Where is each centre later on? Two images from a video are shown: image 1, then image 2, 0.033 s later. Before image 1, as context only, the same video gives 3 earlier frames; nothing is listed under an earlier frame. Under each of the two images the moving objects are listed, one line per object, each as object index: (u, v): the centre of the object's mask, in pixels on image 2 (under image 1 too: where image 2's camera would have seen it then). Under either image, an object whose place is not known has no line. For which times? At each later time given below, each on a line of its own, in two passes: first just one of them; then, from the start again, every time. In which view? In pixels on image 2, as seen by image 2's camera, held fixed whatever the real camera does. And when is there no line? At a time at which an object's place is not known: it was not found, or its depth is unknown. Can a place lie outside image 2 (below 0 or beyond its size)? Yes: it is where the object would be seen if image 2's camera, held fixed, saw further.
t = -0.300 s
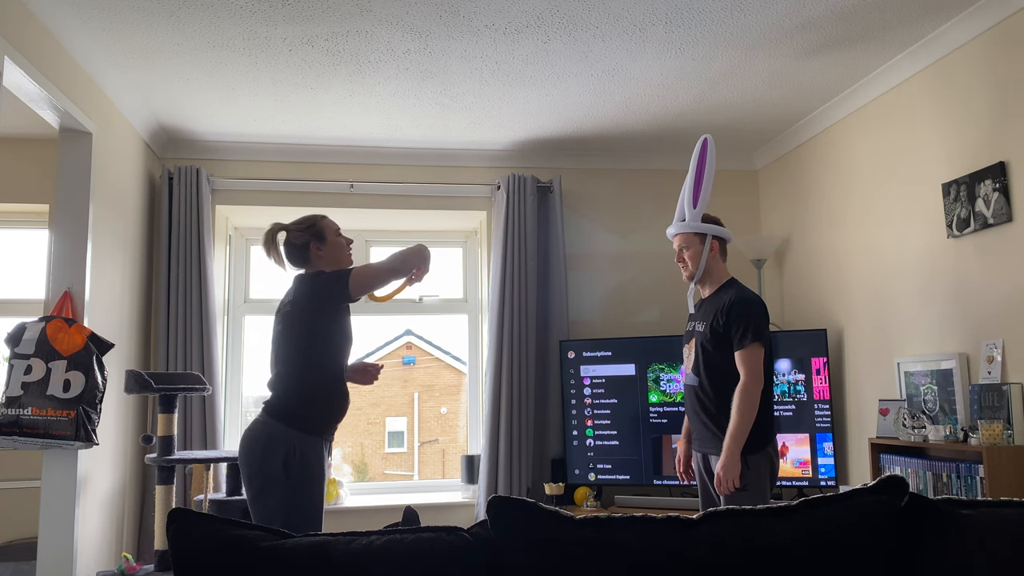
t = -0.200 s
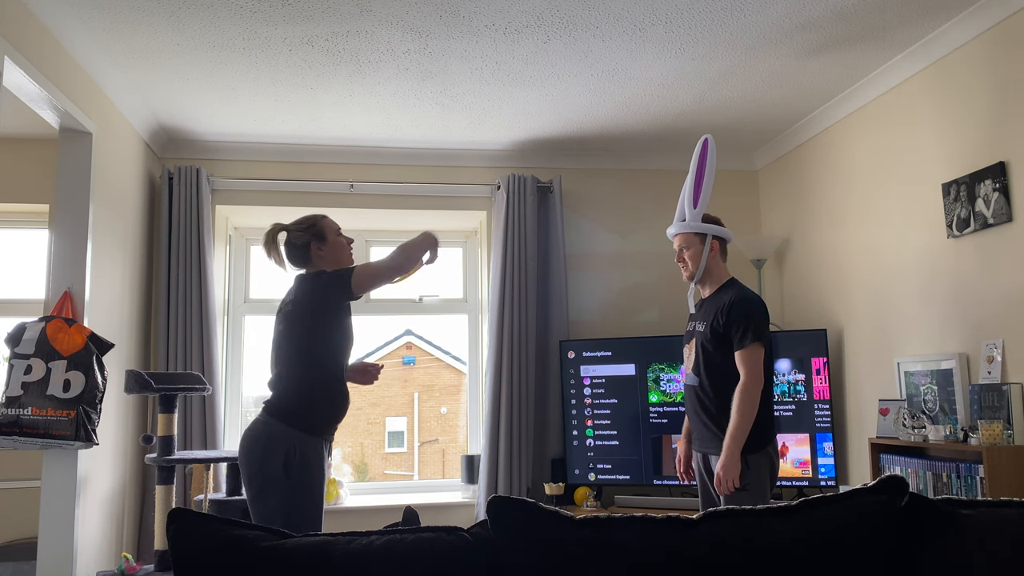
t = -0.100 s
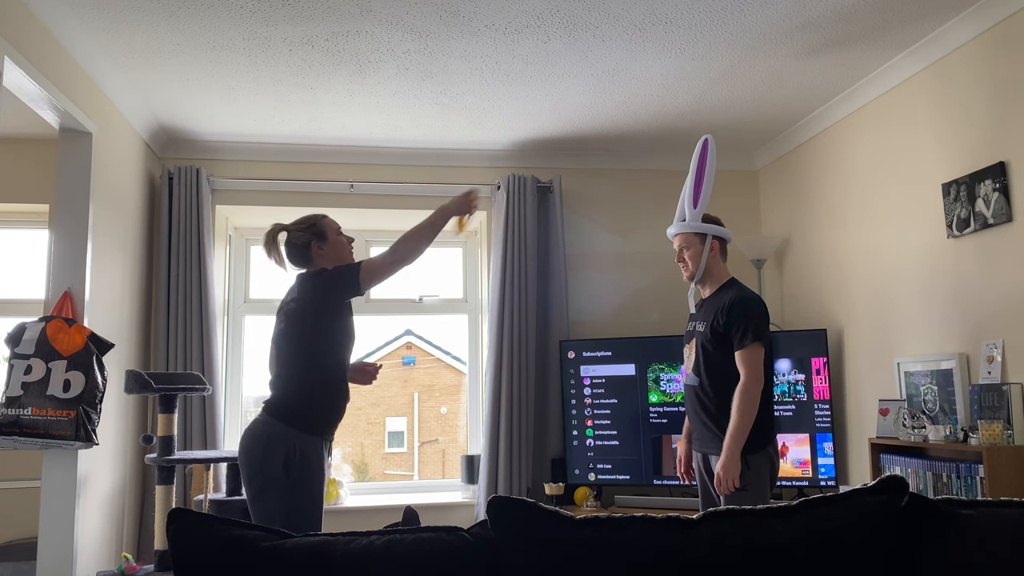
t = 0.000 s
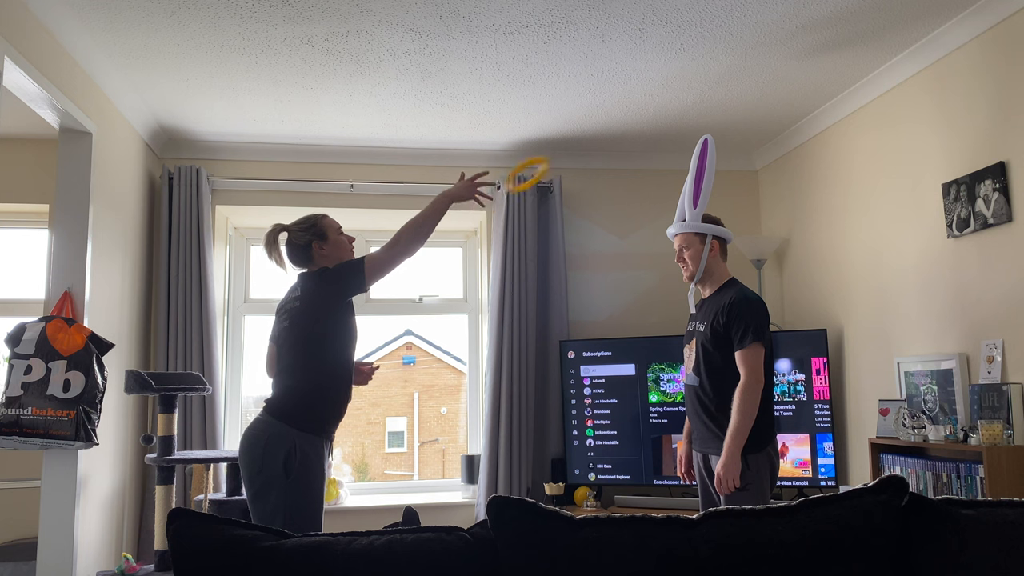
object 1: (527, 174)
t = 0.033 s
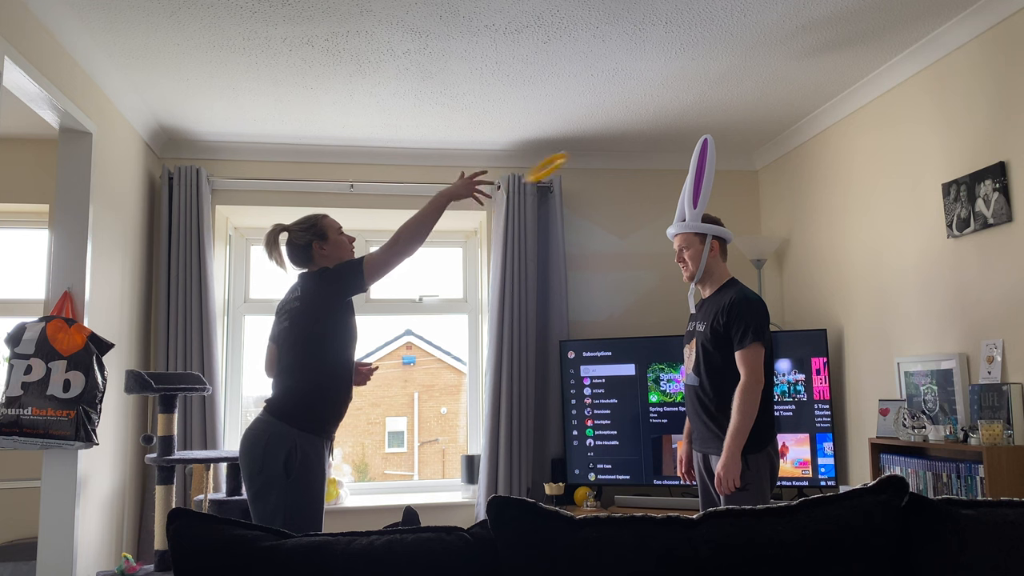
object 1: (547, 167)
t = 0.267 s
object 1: (661, 173)
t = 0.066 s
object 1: (566, 162)
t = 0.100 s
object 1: (584, 159)
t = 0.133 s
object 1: (602, 157)
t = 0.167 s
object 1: (619, 157)
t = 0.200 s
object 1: (634, 160)
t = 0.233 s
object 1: (648, 165)
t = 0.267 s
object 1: (661, 173)
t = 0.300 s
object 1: (672, 184)
